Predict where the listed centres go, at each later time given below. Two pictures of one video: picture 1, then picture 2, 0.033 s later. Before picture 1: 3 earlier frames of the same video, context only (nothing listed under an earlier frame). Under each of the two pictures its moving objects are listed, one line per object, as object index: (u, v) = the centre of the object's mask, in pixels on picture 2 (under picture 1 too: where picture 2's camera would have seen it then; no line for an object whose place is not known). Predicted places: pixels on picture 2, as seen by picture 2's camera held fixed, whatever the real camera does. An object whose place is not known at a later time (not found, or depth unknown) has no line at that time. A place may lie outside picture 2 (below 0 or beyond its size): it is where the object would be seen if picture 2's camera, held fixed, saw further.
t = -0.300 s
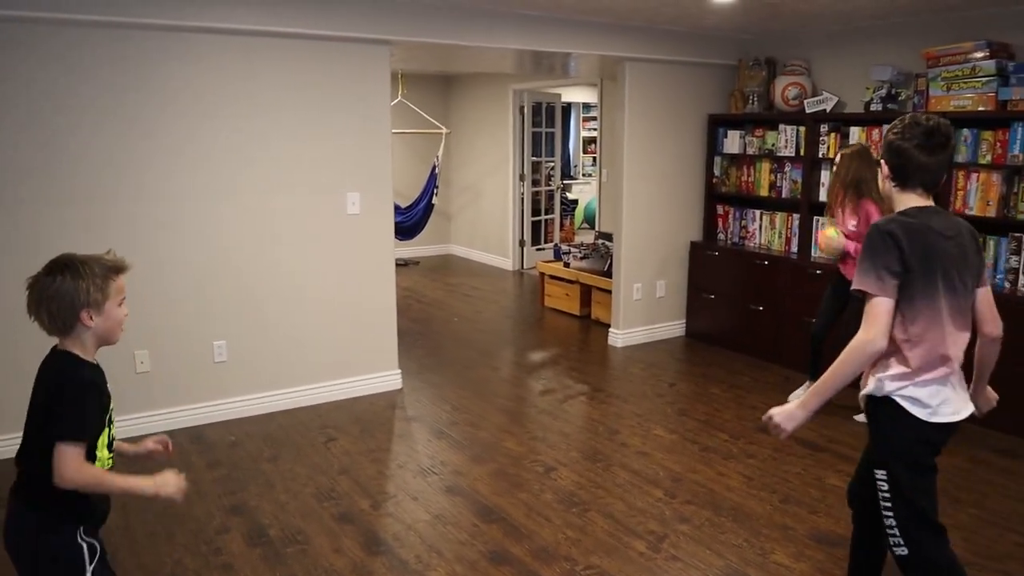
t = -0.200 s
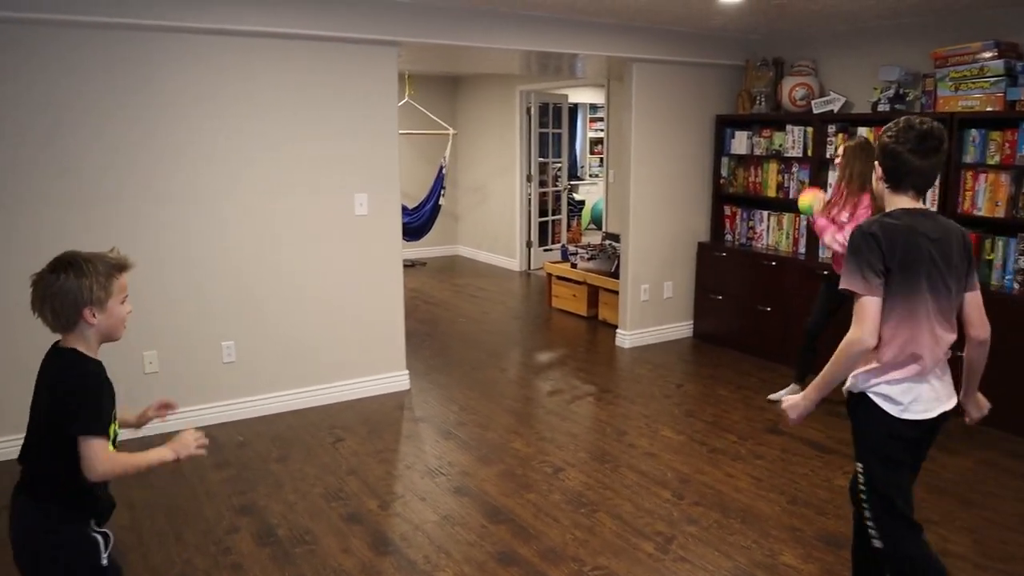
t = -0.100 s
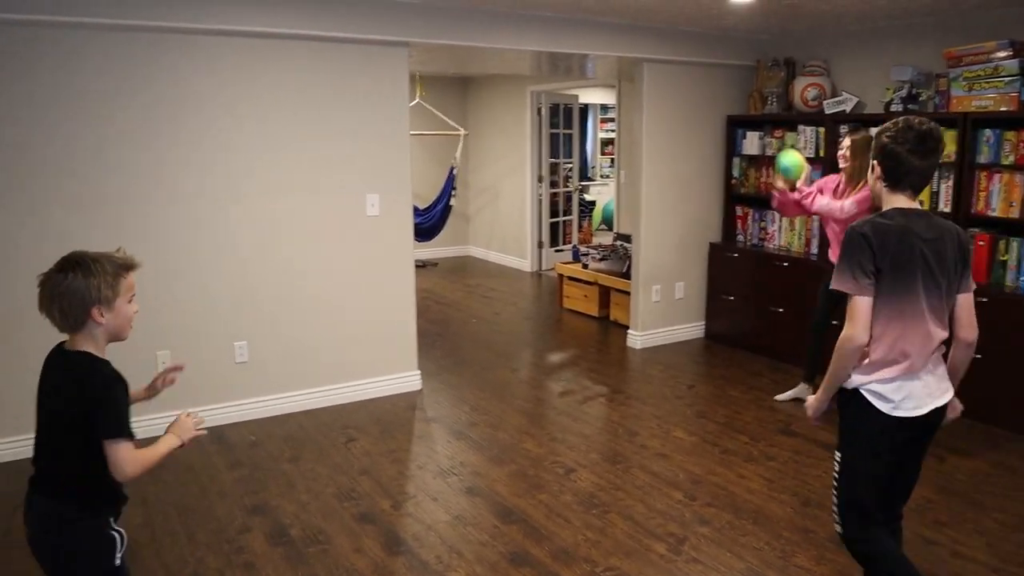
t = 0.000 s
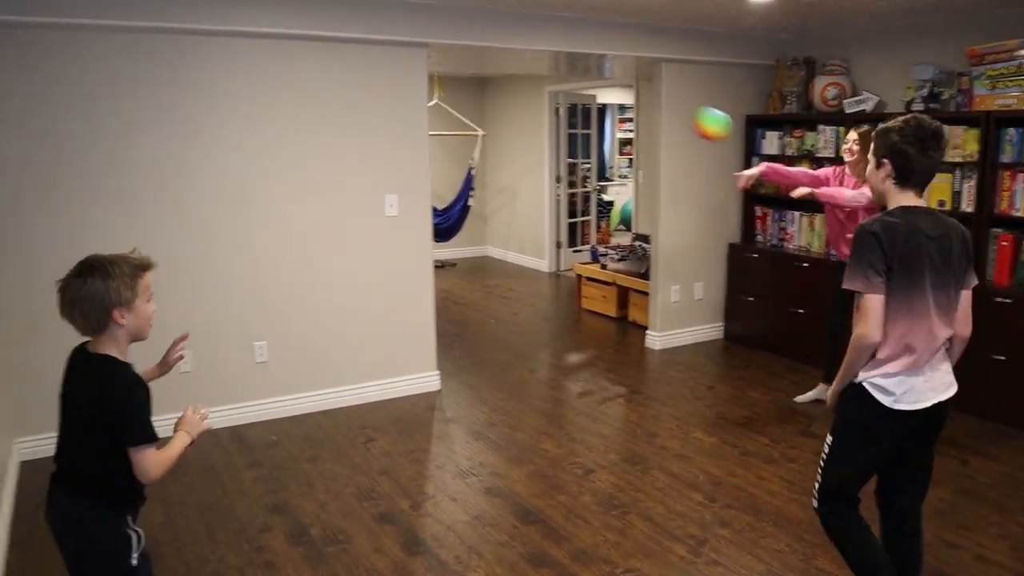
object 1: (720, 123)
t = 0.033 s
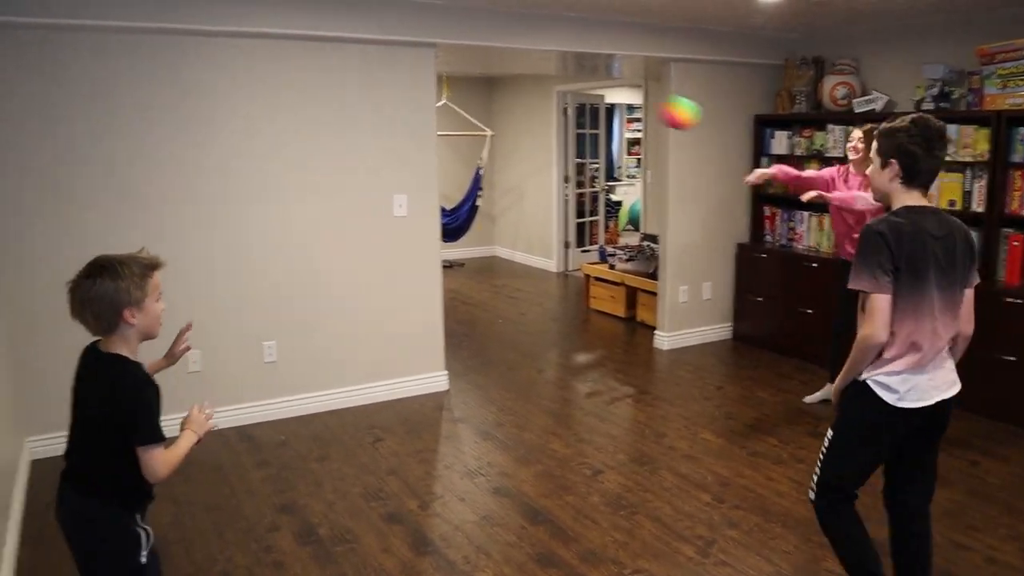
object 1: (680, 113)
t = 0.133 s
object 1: (541, 93)
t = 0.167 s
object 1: (492, 93)
